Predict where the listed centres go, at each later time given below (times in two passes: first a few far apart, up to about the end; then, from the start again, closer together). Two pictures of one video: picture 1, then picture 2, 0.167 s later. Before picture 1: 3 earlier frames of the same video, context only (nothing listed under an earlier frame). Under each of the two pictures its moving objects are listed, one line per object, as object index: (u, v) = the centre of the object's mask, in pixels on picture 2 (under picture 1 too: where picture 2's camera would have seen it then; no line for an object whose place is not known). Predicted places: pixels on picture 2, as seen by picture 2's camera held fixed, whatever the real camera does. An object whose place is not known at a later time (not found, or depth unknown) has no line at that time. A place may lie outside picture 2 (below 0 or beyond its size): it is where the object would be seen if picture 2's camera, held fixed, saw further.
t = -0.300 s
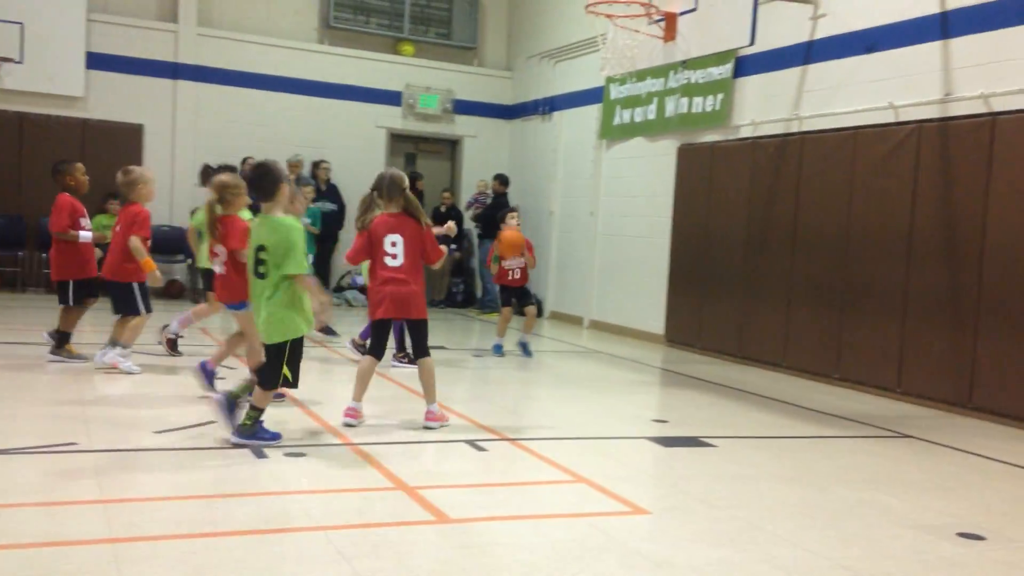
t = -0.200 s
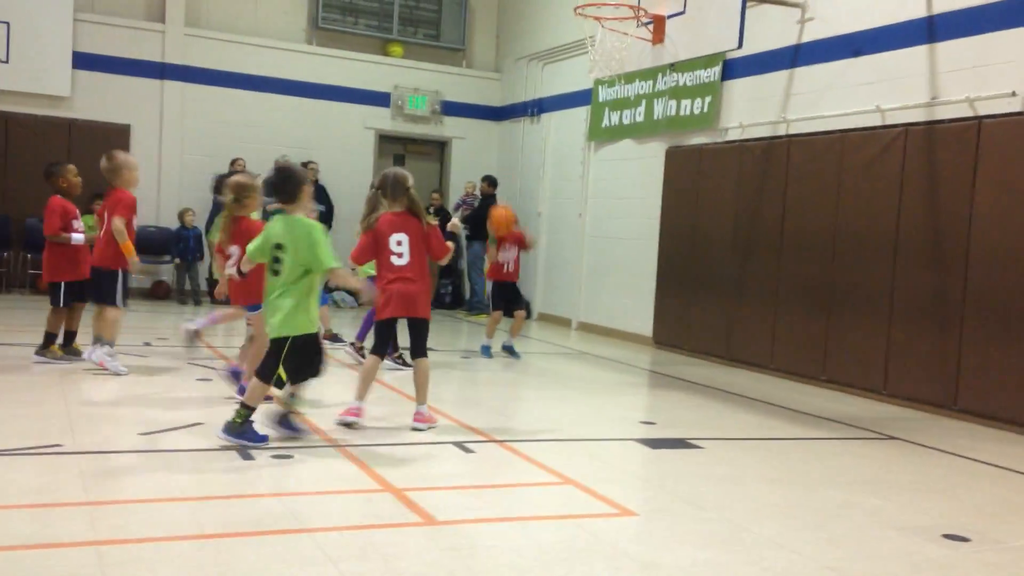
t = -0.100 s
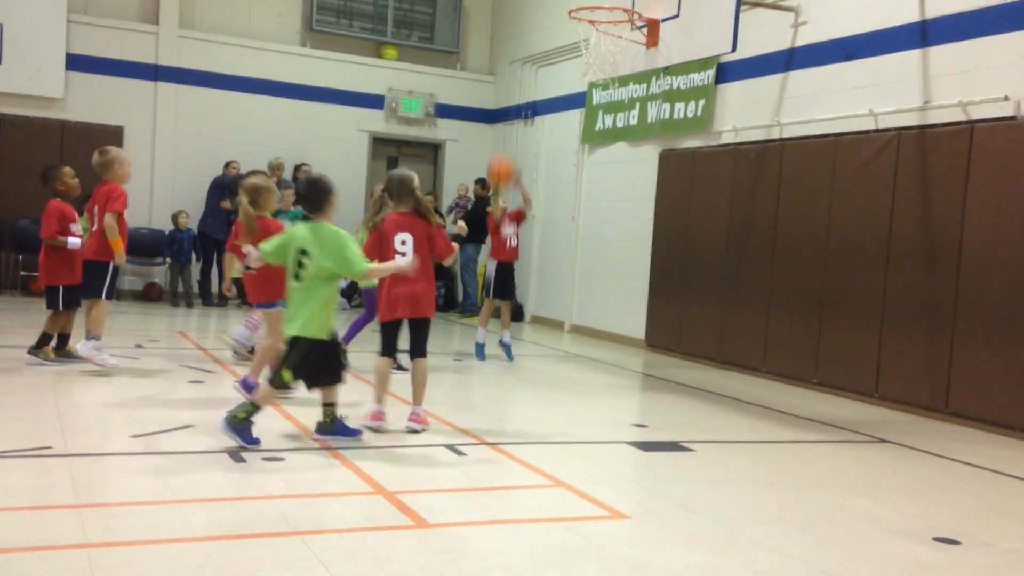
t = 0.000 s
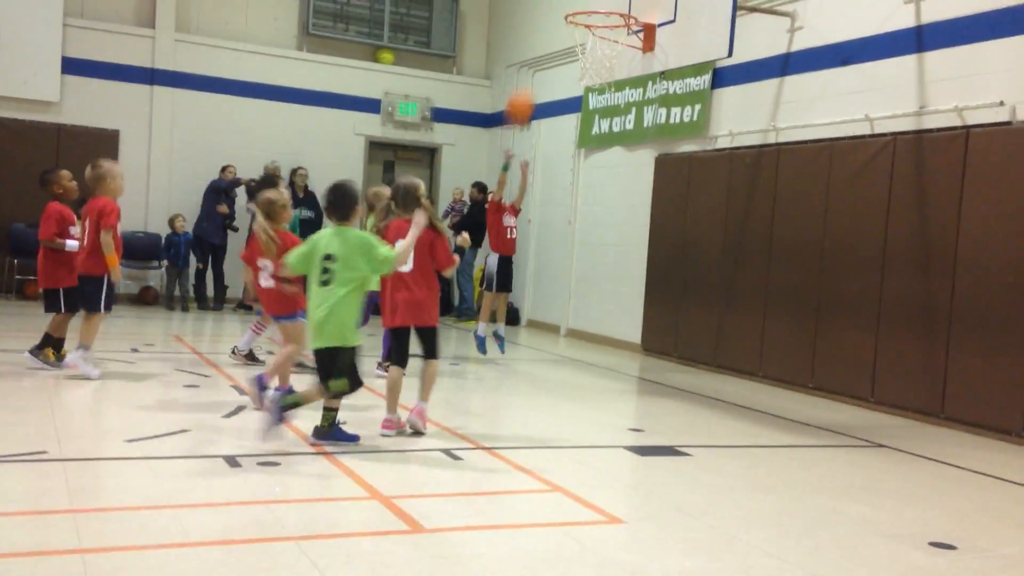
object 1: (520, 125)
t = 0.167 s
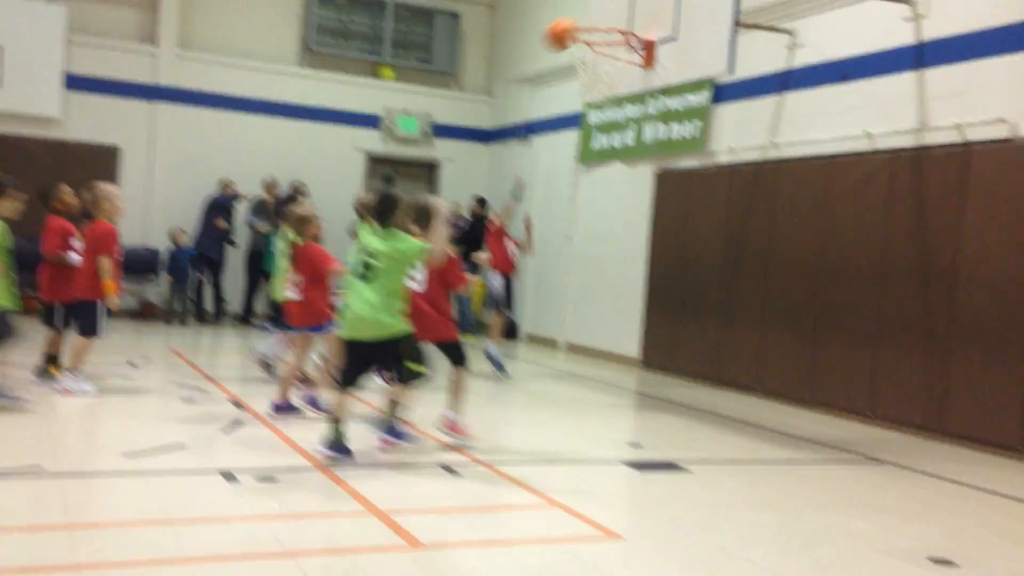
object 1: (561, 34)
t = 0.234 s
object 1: (577, 8)
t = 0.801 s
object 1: (601, 59)
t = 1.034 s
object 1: (582, 137)
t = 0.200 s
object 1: (570, 20)
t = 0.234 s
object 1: (577, 8)
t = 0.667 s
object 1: (610, 3)
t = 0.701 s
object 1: (608, 13)
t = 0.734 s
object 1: (606, 28)
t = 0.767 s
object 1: (604, 42)
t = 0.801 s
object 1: (601, 59)
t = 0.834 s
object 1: (600, 74)
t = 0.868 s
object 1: (597, 81)
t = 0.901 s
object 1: (594, 91)
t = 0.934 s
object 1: (591, 99)
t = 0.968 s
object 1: (588, 111)
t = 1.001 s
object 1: (585, 124)
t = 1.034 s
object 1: (582, 137)
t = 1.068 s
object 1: (578, 155)
